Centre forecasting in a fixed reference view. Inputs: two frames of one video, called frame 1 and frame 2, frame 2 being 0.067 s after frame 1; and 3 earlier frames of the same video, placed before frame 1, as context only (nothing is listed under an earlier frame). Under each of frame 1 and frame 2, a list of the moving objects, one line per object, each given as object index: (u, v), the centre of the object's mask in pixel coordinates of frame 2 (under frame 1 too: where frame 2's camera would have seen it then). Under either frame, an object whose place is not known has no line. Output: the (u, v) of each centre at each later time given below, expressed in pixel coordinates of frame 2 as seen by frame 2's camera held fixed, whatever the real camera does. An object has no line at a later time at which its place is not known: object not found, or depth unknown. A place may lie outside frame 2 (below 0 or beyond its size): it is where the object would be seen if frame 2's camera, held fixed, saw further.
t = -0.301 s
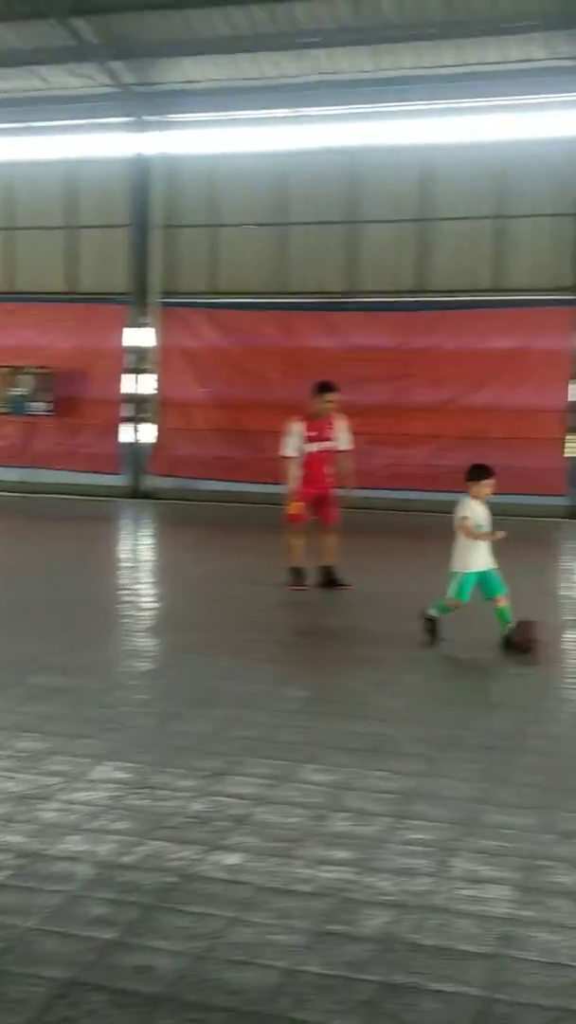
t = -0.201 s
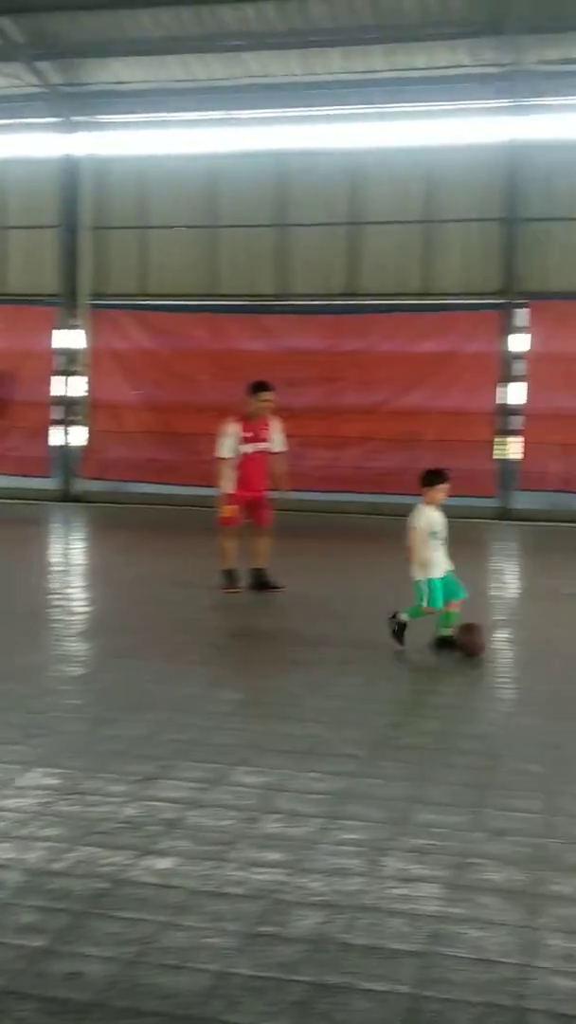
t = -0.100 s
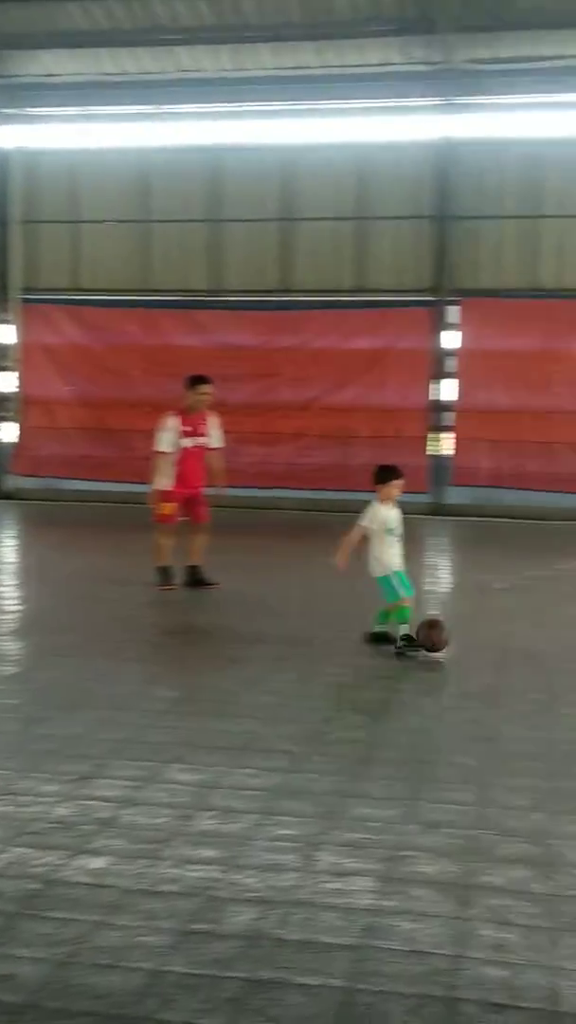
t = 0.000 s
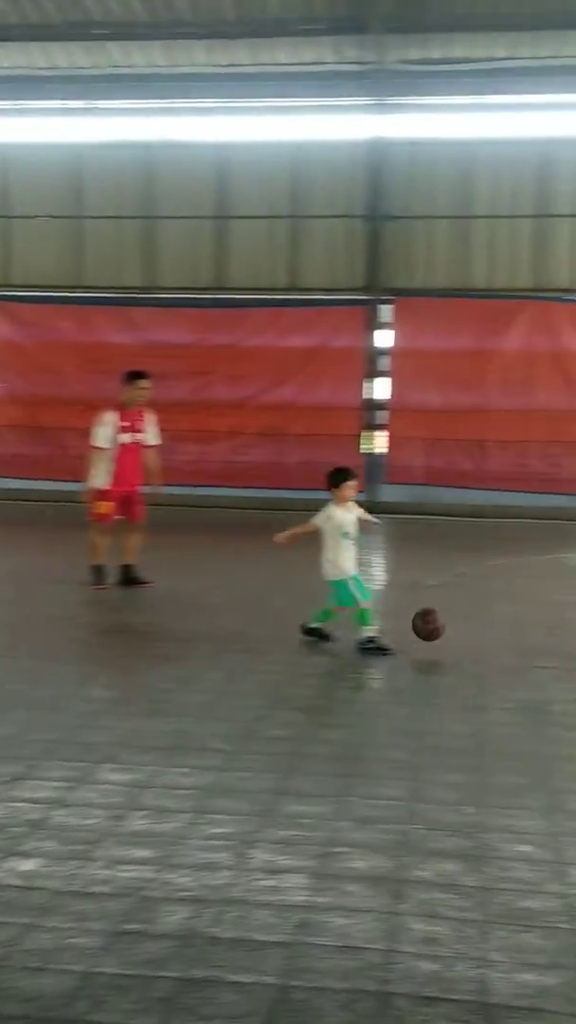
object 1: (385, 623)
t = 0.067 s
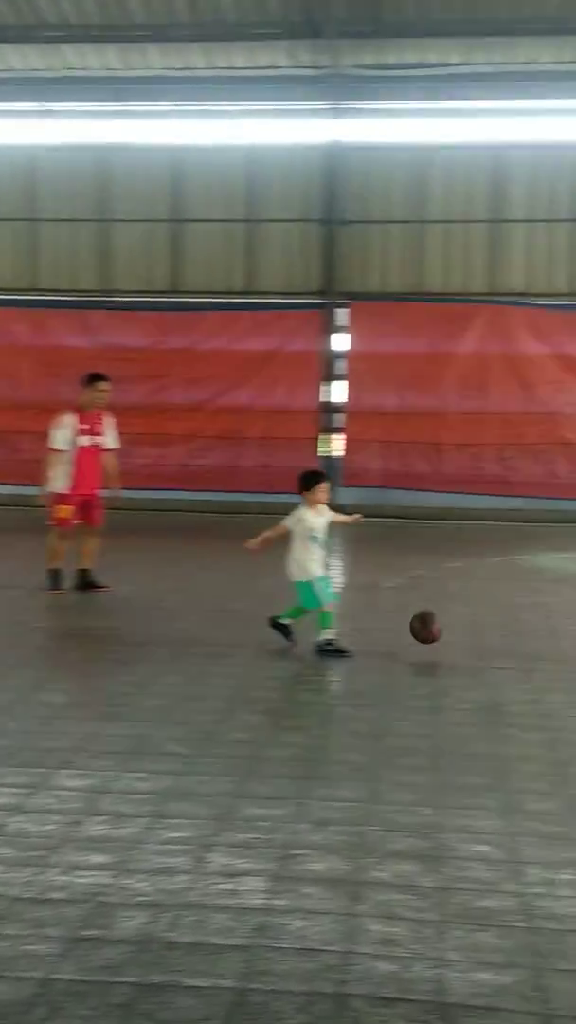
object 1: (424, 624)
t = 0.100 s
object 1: (444, 627)
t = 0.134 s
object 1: (462, 630)
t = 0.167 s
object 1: (481, 639)
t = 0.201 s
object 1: (494, 635)
